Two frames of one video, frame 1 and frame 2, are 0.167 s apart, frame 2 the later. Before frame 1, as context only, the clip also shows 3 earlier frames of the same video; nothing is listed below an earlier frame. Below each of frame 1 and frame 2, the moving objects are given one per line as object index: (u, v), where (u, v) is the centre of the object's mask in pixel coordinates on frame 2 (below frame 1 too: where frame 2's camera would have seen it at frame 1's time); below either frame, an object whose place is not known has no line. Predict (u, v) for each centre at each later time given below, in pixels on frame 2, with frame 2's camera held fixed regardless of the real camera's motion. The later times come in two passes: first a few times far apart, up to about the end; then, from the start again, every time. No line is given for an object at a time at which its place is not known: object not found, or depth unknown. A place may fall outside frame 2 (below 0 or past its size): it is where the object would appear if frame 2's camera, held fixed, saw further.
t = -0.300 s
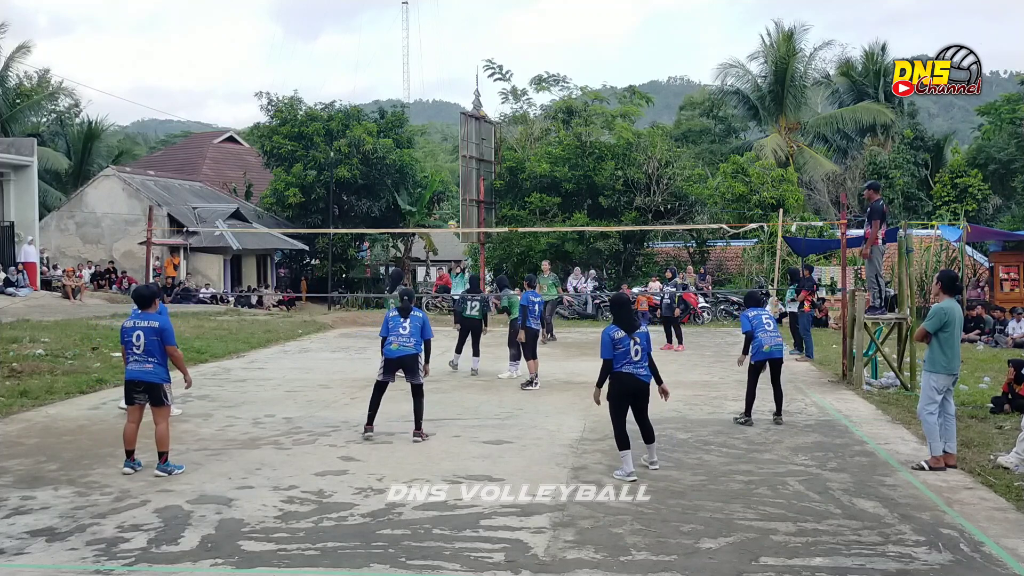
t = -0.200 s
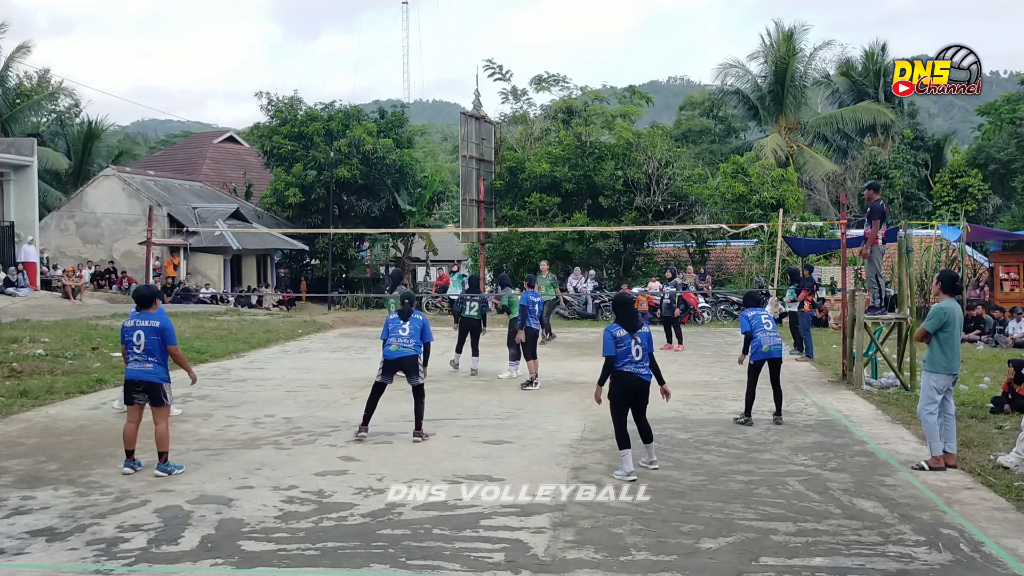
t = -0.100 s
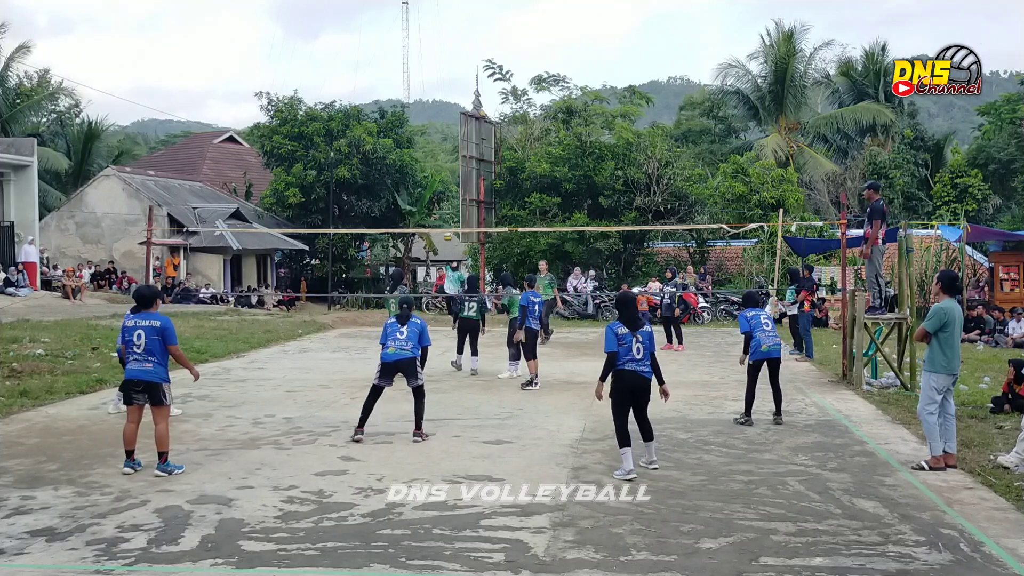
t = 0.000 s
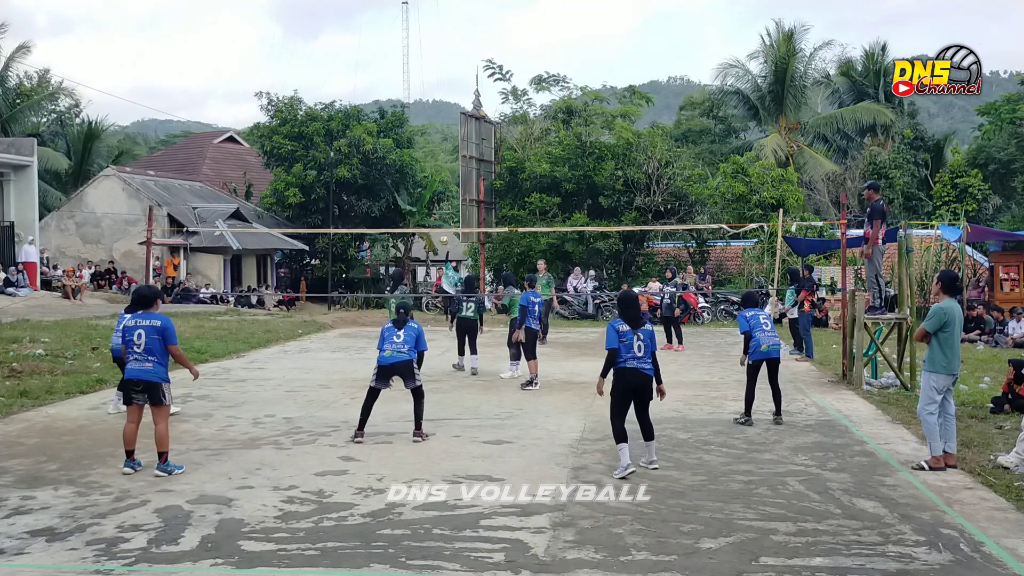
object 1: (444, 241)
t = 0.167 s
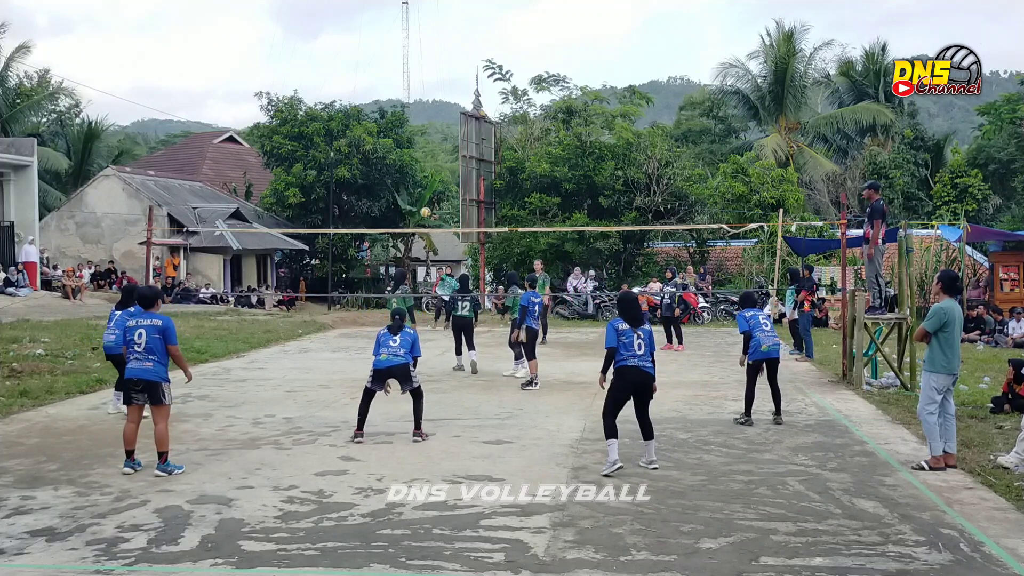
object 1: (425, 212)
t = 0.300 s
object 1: (409, 197)
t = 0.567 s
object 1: (368, 194)
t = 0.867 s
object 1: (293, 252)
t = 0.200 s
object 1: (421, 208)
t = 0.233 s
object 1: (417, 204)
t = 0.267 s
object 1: (413, 200)
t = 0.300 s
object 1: (409, 197)
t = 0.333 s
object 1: (405, 195)
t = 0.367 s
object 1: (400, 192)
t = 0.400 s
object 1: (395, 191)
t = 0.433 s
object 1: (390, 190)
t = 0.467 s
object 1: (385, 190)
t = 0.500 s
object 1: (380, 191)
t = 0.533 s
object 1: (374, 192)
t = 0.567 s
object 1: (368, 194)
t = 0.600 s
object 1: (361, 197)
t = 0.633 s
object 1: (354, 200)
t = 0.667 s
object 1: (347, 205)
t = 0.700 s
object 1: (339, 210)
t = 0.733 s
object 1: (331, 216)
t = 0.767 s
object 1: (322, 223)
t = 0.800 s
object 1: (313, 232)
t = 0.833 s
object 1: (303, 241)
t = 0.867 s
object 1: (293, 252)
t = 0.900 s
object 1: (281, 264)
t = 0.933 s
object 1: (269, 278)
